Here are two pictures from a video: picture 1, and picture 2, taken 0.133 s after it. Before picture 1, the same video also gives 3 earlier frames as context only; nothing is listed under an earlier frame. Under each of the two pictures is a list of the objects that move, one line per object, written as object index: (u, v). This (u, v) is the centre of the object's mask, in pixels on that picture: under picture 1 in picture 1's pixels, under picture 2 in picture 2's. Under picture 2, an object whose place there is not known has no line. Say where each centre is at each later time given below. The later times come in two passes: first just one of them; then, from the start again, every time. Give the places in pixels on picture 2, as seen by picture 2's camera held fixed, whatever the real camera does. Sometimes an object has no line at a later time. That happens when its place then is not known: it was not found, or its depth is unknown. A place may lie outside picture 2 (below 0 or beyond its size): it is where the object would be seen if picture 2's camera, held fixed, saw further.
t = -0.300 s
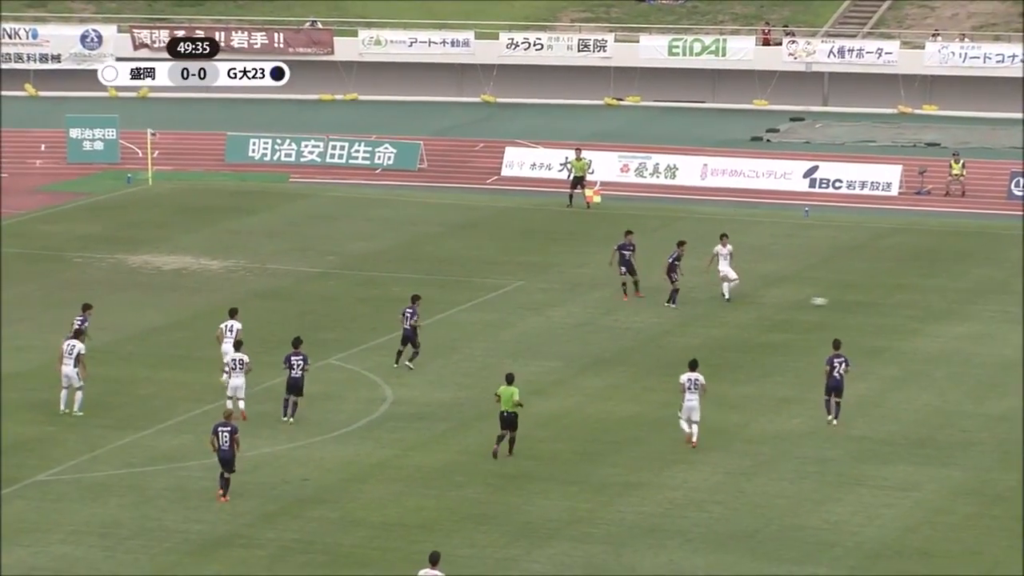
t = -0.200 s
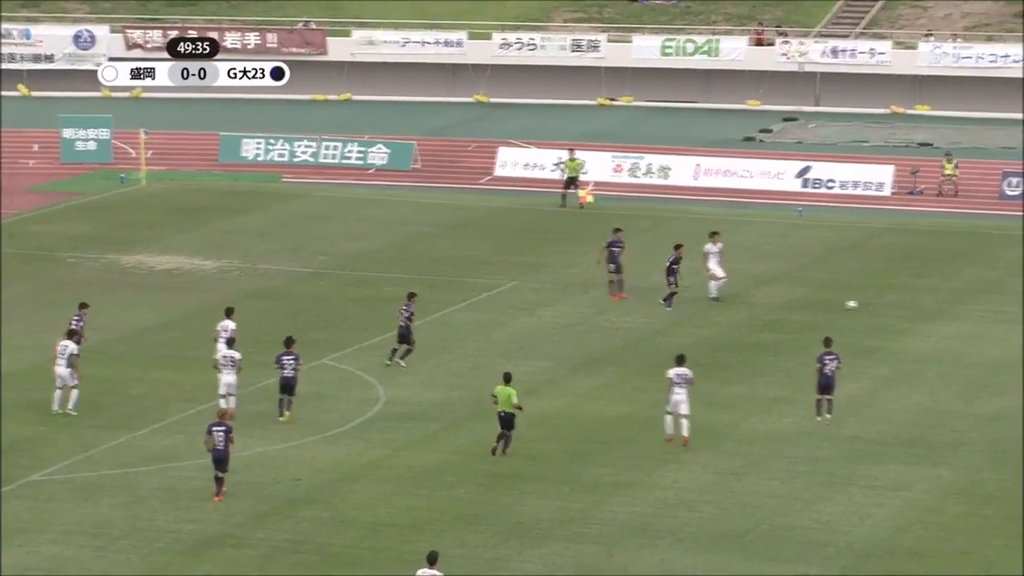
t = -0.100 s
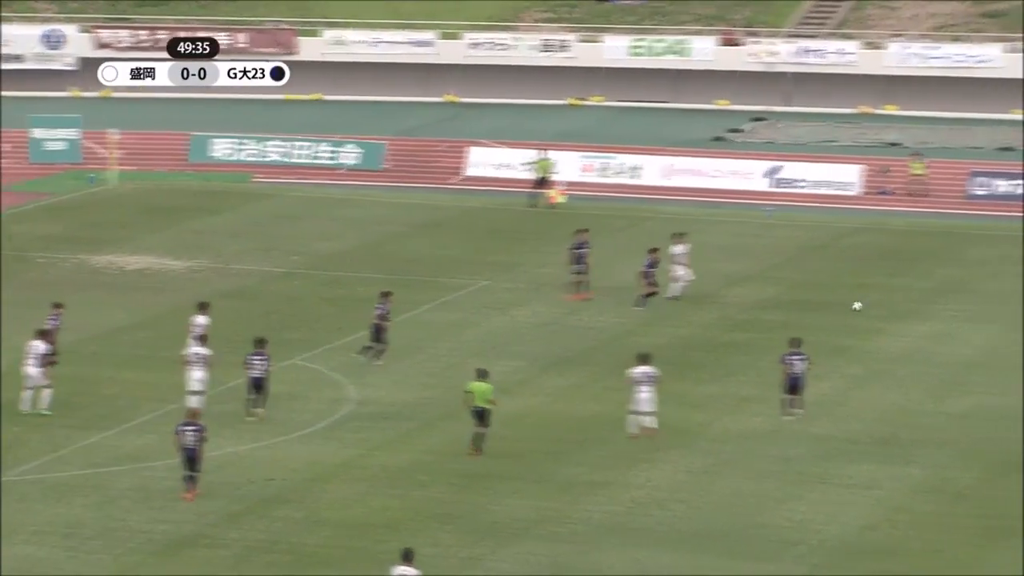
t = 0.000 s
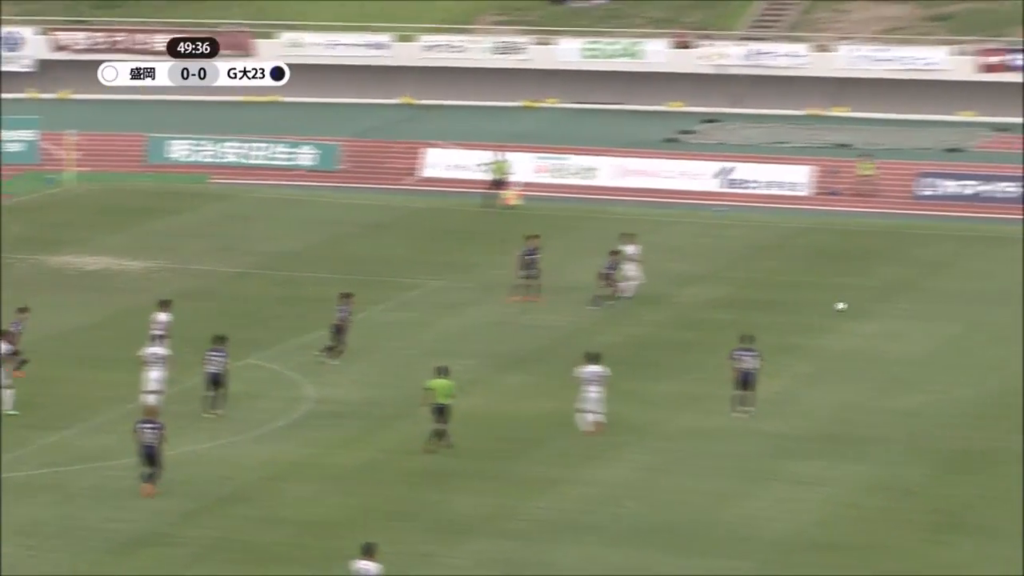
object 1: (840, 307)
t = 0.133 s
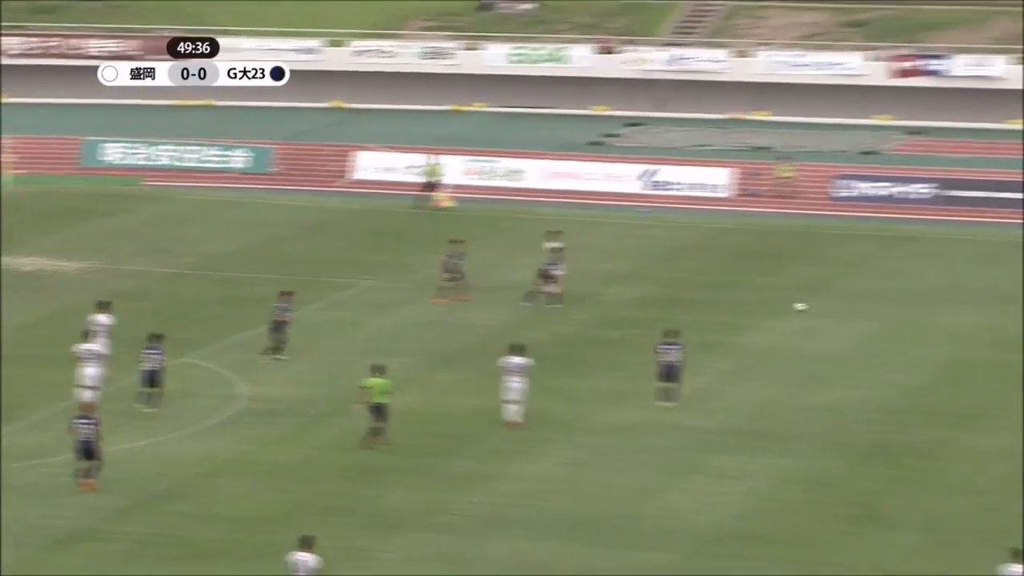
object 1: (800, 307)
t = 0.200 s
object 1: (818, 309)
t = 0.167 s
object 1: (809, 308)
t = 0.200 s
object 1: (818, 309)
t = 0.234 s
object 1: (827, 309)
